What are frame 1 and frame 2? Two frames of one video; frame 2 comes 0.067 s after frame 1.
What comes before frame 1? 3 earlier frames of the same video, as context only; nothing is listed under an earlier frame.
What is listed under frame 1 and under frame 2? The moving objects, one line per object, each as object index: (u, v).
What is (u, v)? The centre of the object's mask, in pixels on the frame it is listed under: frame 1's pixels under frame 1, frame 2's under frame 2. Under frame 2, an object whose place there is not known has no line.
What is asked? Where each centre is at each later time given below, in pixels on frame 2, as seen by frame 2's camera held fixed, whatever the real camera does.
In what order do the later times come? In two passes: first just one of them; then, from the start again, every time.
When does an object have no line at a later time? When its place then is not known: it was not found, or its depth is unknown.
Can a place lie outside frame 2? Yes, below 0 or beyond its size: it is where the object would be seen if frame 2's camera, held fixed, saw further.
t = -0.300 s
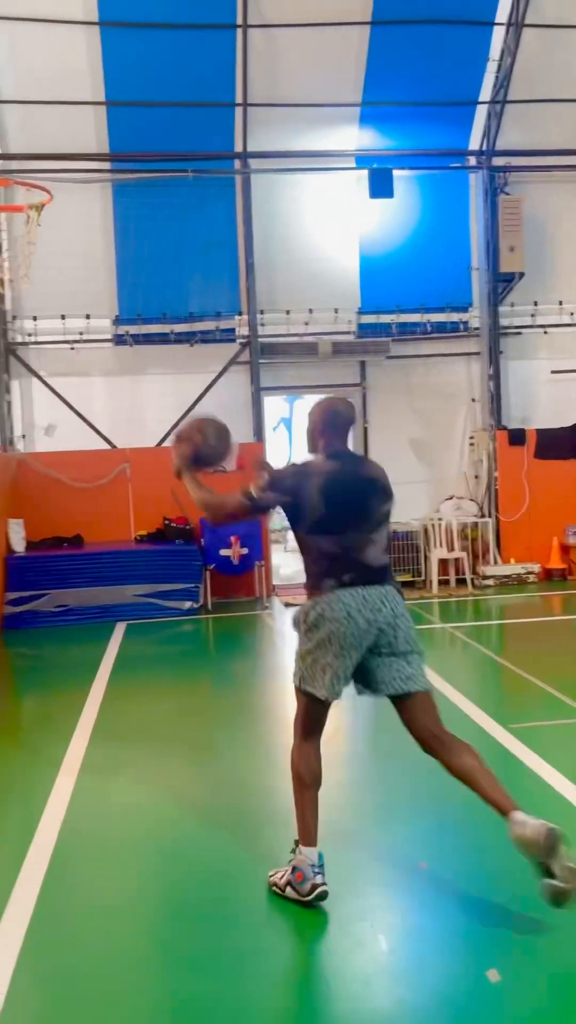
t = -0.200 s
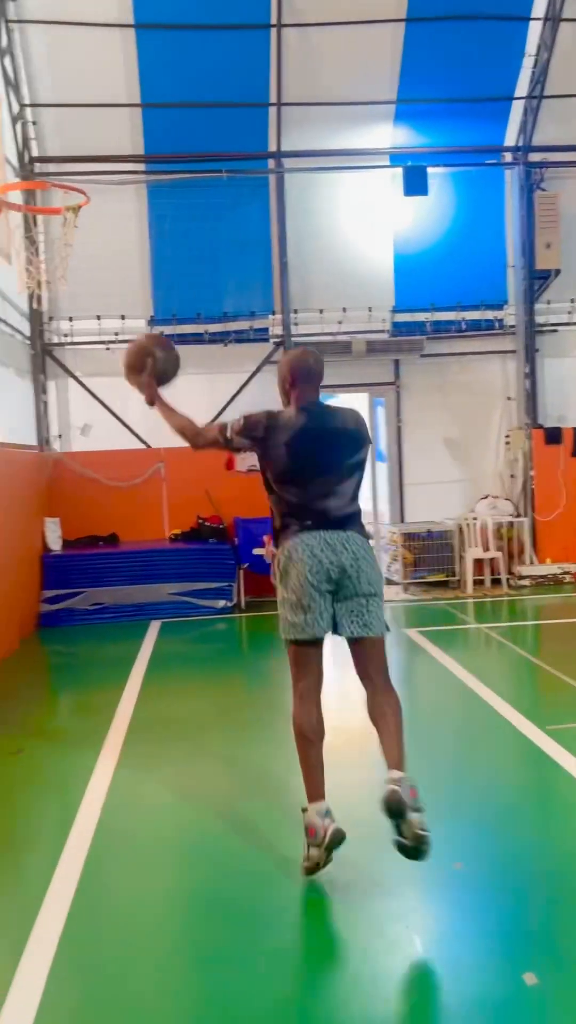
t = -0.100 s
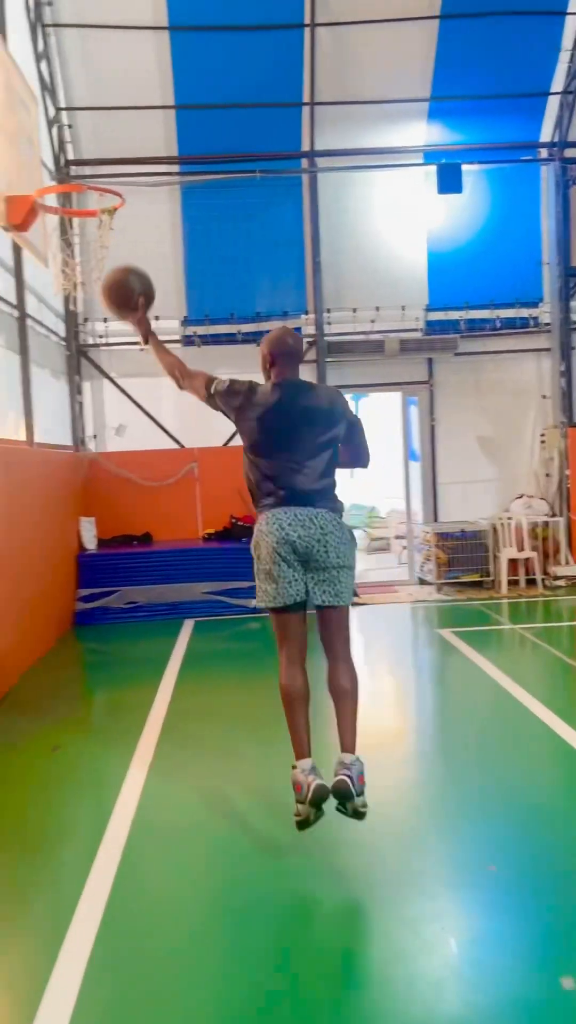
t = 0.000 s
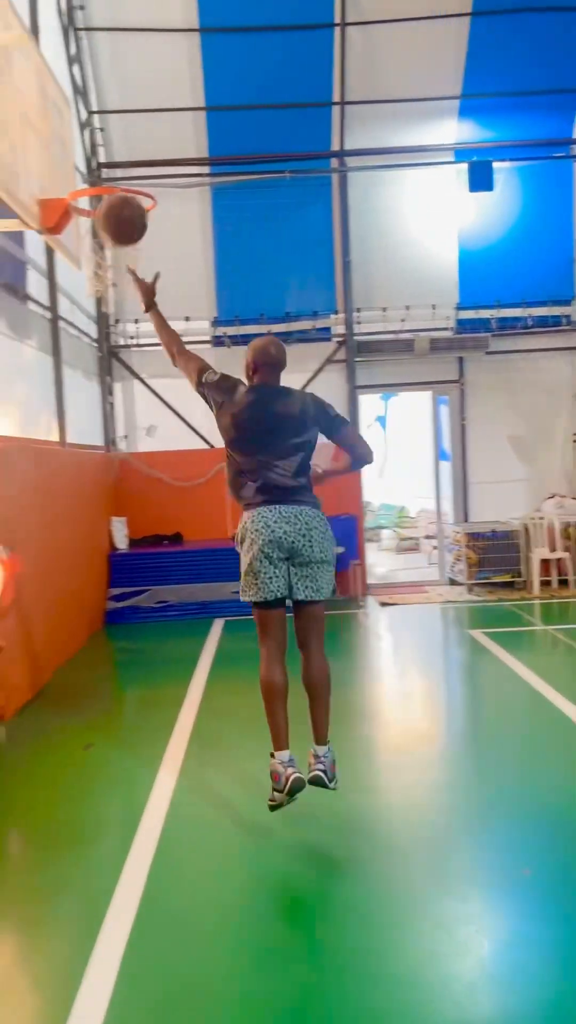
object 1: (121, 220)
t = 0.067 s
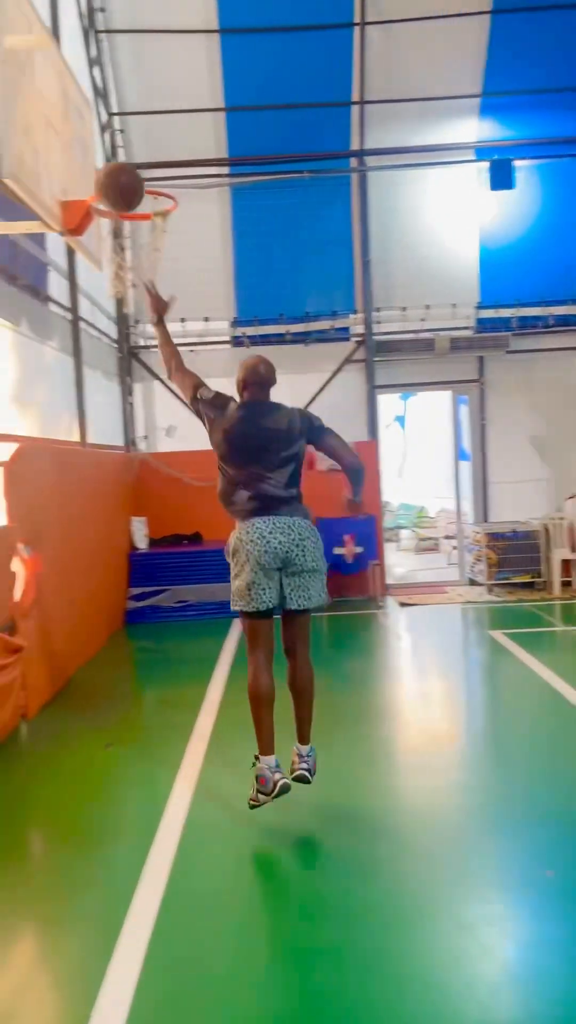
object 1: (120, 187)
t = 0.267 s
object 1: (68, 145)
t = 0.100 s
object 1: (107, 175)
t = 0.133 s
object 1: (96, 165)
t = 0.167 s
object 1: (85, 156)
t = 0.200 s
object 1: (74, 151)
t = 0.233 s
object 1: (65, 148)
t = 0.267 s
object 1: (68, 145)
